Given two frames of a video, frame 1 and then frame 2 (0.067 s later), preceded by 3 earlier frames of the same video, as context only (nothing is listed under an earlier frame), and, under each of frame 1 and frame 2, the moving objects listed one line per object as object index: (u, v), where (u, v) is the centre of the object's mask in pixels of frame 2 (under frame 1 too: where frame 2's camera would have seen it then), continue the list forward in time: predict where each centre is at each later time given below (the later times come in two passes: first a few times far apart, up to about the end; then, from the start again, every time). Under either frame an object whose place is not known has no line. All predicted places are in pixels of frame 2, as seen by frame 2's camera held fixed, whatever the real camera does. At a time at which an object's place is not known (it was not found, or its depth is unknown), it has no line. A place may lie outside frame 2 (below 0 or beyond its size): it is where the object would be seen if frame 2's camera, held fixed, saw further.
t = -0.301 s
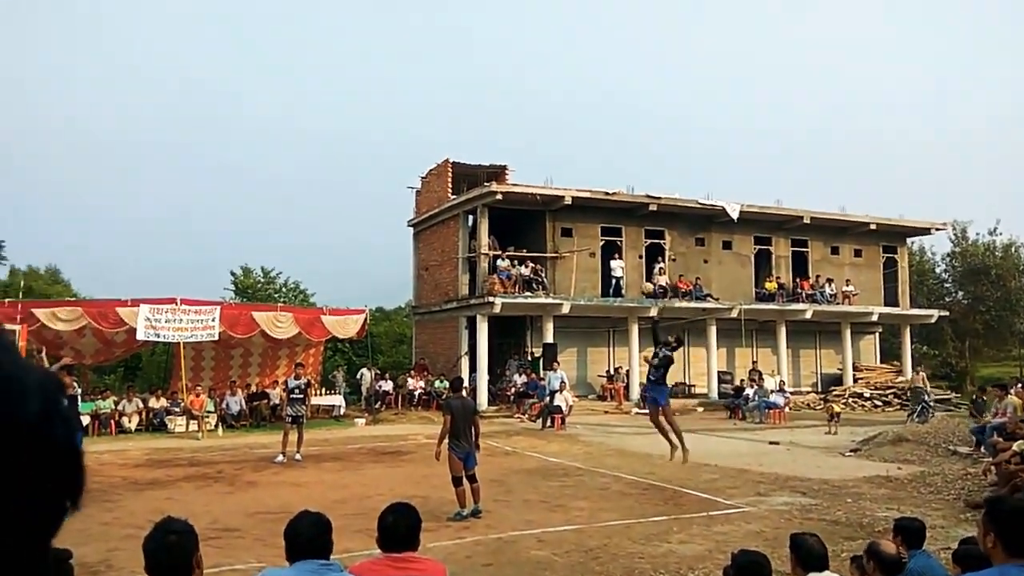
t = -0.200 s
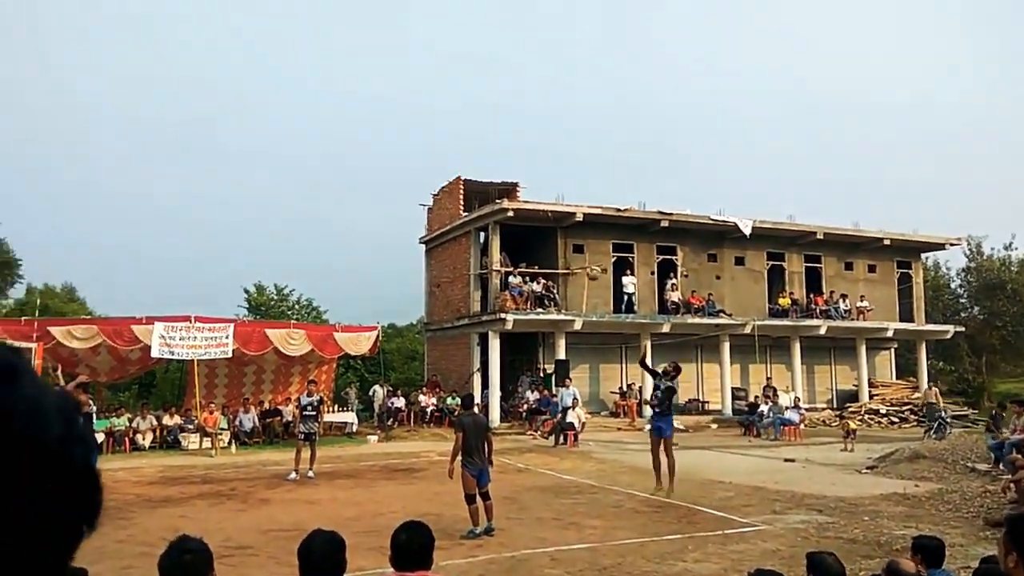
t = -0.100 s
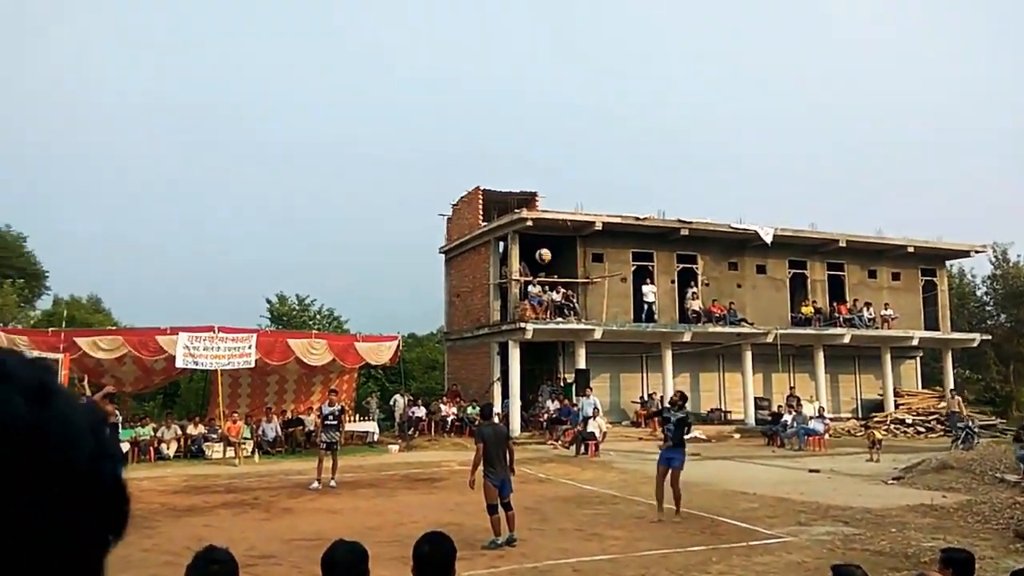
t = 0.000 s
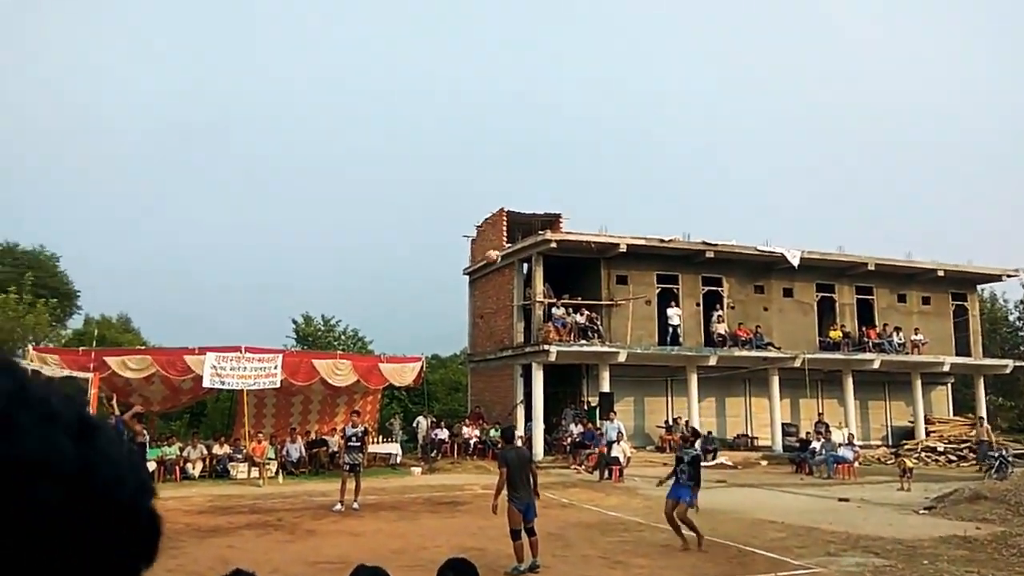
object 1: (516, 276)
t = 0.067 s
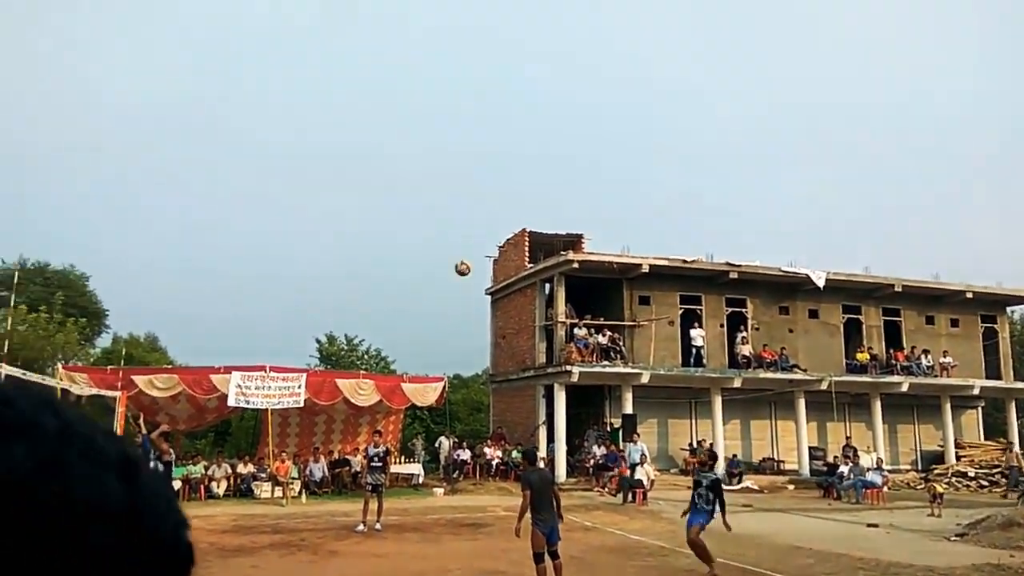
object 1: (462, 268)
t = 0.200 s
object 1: (350, 258)
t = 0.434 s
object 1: (130, 278)
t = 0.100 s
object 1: (435, 264)
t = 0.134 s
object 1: (408, 262)
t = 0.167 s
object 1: (380, 259)
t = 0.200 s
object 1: (350, 258)
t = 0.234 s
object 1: (321, 259)
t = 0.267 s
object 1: (291, 259)
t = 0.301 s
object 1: (261, 260)
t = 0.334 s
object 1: (229, 264)
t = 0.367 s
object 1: (196, 268)
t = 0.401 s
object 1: (164, 272)
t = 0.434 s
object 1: (130, 278)
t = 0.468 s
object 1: (96, 284)
